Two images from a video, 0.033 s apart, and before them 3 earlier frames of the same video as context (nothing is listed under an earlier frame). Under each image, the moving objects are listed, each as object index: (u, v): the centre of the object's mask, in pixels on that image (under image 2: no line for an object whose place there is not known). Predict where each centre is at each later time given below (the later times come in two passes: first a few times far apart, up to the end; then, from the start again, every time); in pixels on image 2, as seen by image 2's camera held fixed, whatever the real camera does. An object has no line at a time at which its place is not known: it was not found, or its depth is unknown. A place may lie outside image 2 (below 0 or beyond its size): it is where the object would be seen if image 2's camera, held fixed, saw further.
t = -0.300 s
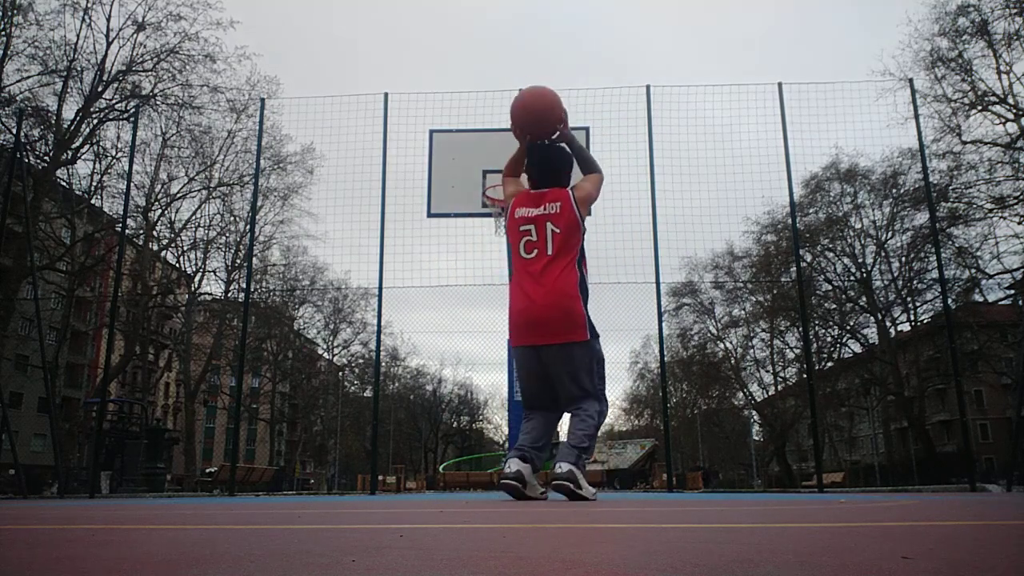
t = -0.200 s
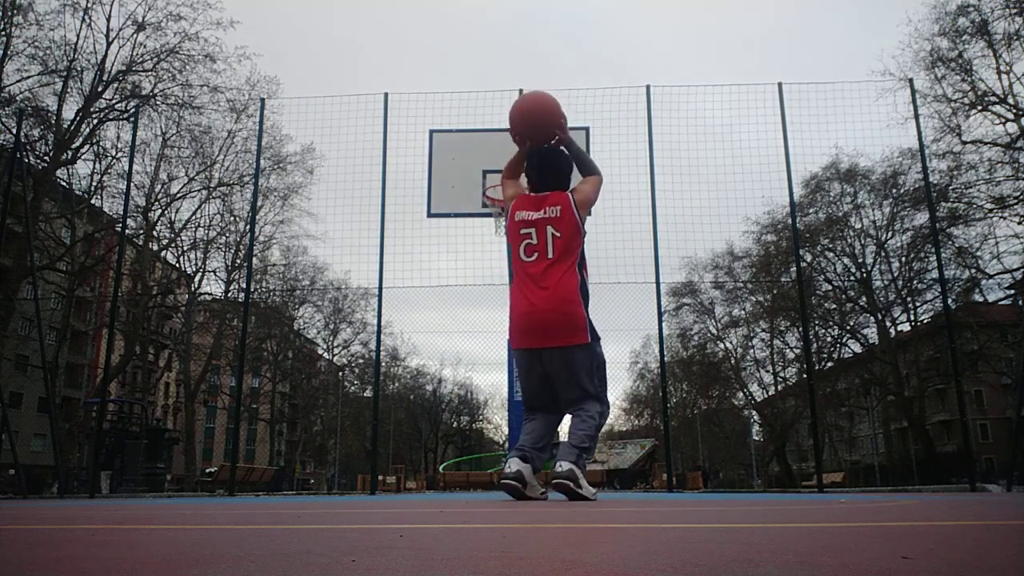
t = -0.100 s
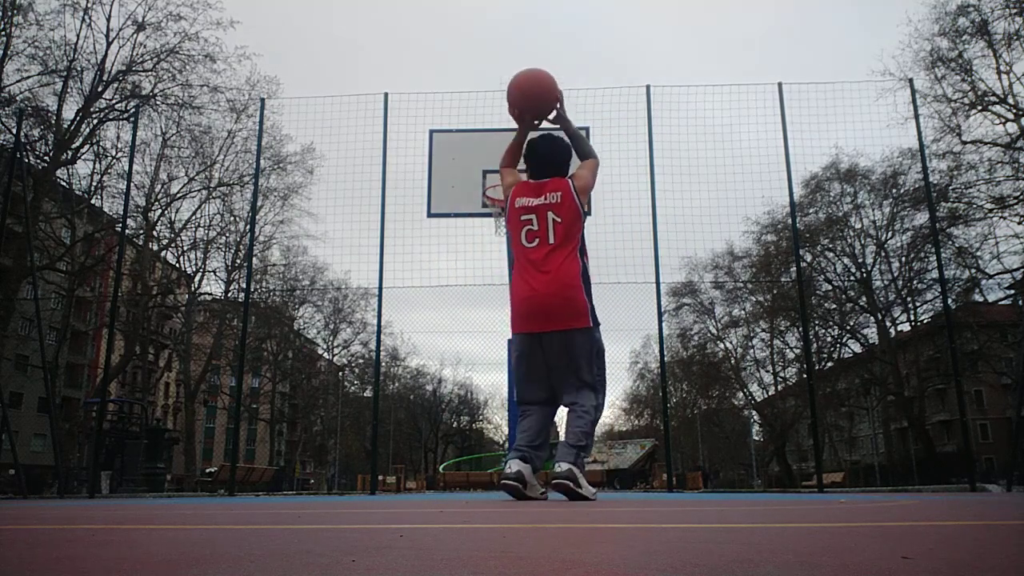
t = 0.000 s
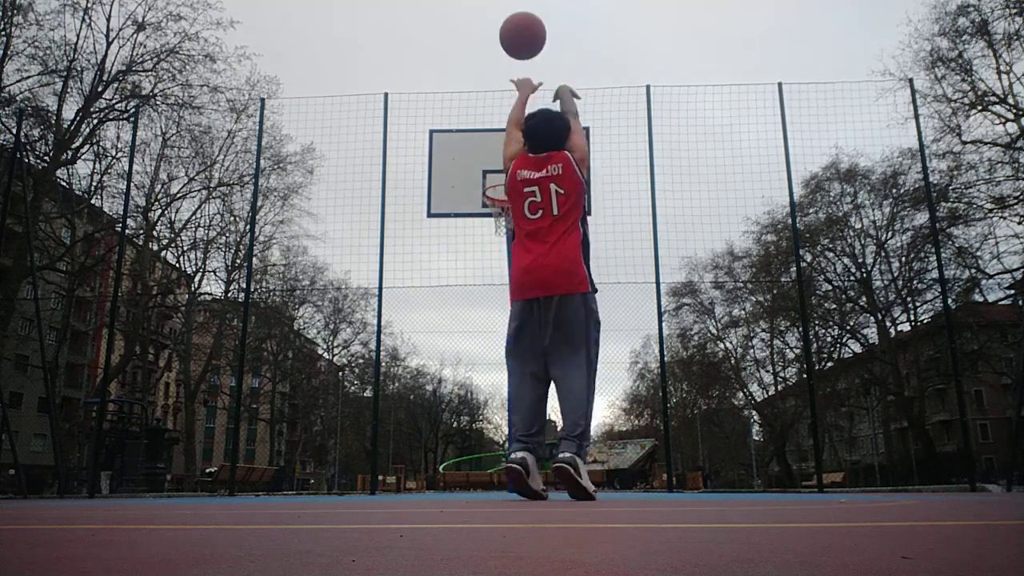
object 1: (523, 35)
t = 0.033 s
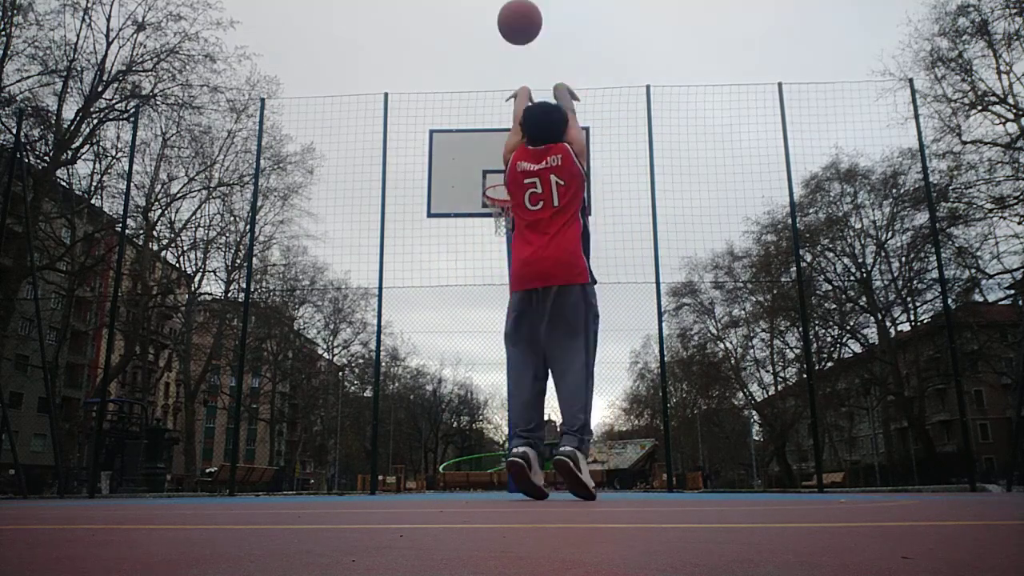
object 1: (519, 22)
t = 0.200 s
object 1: (507, 3)
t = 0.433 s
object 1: (496, 11)
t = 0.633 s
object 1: (489, 64)
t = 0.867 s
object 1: (483, 159)
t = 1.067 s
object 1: (441, 164)
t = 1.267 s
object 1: (388, 176)
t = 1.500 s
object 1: (325, 233)
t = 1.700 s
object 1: (269, 321)
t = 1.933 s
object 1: (197, 480)
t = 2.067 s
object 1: (176, 420)
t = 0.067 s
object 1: (517, 15)
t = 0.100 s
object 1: (514, 10)
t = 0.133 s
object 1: (511, 7)
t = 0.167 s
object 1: (509, 5)
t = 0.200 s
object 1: (507, 3)
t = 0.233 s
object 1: (505, 3)
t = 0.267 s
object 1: (503, 3)
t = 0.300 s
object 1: (502, 3)
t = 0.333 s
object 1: (500, 4)
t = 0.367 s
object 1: (499, 6)
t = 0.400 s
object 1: (497, 8)
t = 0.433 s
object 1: (496, 11)
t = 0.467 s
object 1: (495, 16)
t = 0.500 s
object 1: (494, 24)
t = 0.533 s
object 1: (493, 33)
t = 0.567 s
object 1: (491, 42)
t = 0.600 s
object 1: (490, 53)
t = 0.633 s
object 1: (489, 64)
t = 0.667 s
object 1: (489, 76)
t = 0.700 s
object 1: (488, 88)
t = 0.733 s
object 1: (486, 101)
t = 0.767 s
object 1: (486, 115)
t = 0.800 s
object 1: (485, 129)
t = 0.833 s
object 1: (484, 143)
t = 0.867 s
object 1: (483, 159)
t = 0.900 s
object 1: (482, 174)
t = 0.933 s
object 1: (476, 176)
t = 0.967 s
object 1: (467, 171)
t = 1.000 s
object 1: (458, 168)
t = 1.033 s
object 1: (450, 166)
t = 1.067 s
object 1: (441, 164)
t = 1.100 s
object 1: (432, 164)
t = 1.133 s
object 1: (423, 164)
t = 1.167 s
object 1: (414, 165)
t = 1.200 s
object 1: (405, 168)
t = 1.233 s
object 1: (397, 171)
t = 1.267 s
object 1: (388, 176)
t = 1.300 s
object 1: (379, 180)
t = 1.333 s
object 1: (370, 187)
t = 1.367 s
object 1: (361, 194)
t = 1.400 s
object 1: (352, 202)
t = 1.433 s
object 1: (343, 211)
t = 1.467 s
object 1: (334, 221)
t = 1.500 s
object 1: (325, 233)
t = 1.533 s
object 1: (316, 245)
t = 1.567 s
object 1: (307, 258)
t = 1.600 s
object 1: (297, 272)
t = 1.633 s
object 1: (288, 288)
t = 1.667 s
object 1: (278, 304)
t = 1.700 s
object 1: (269, 321)
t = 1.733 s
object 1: (259, 339)
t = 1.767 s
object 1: (248, 360)
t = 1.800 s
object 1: (239, 381)
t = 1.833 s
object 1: (228, 405)
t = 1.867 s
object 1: (218, 428)
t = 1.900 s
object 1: (207, 453)
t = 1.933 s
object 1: (197, 480)
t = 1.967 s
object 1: (190, 477)
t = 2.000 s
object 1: (185, 457)
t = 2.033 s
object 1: (179, 438)
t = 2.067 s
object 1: (176, 420)
